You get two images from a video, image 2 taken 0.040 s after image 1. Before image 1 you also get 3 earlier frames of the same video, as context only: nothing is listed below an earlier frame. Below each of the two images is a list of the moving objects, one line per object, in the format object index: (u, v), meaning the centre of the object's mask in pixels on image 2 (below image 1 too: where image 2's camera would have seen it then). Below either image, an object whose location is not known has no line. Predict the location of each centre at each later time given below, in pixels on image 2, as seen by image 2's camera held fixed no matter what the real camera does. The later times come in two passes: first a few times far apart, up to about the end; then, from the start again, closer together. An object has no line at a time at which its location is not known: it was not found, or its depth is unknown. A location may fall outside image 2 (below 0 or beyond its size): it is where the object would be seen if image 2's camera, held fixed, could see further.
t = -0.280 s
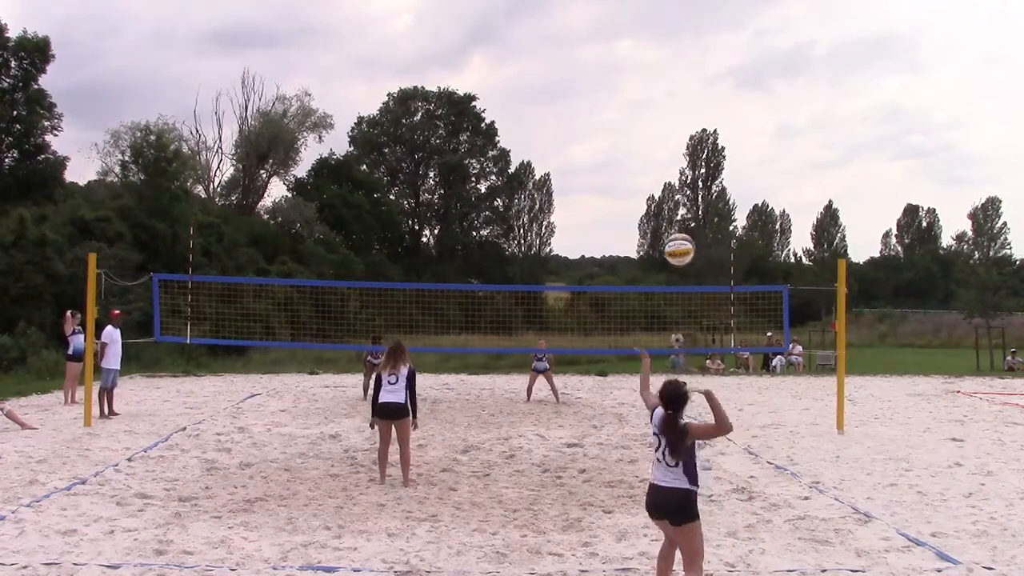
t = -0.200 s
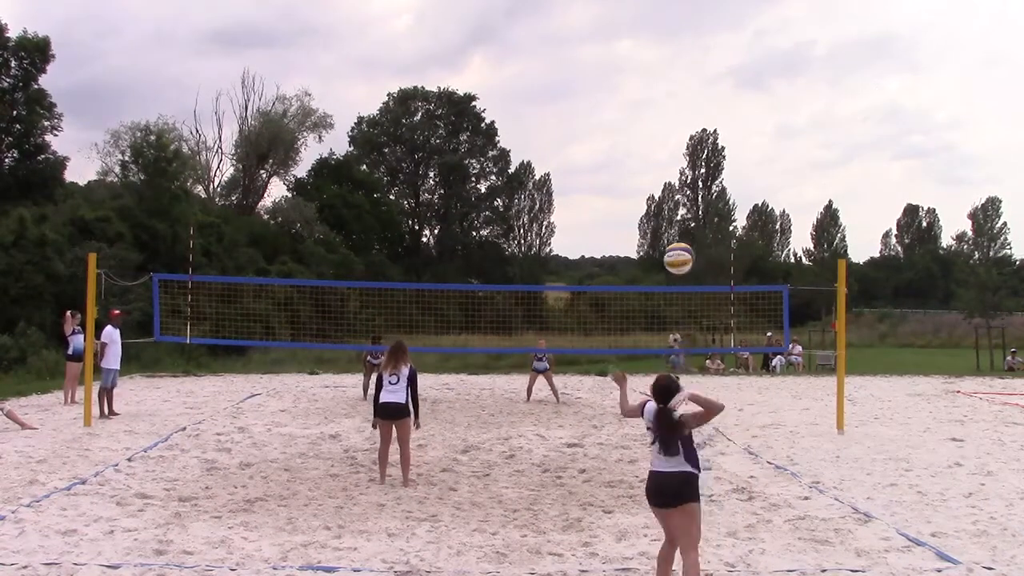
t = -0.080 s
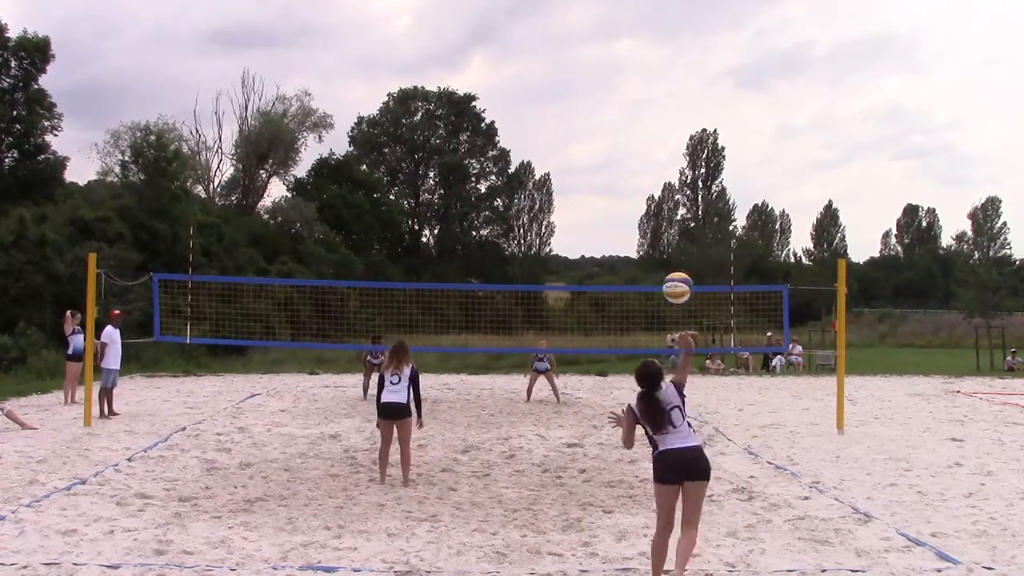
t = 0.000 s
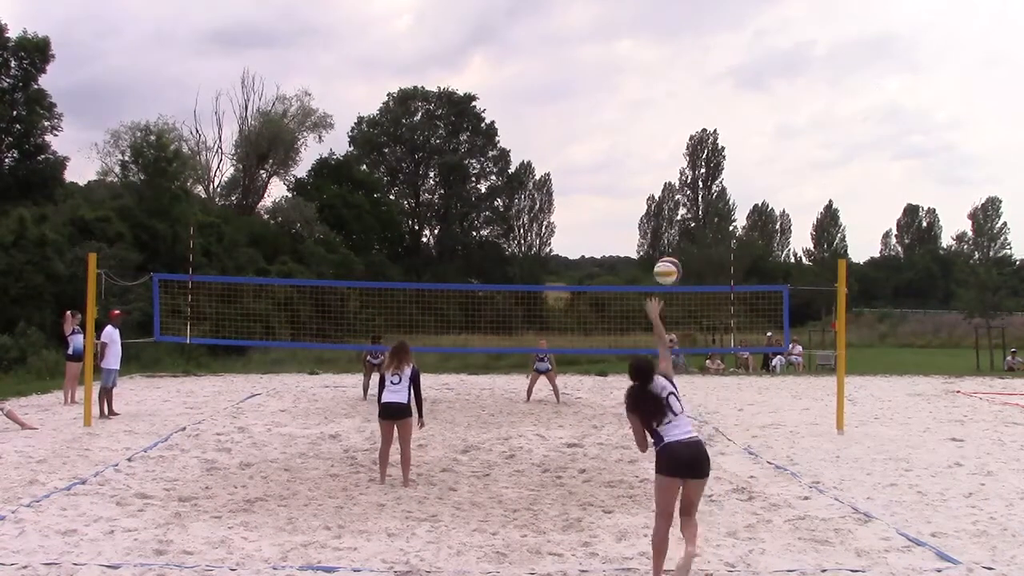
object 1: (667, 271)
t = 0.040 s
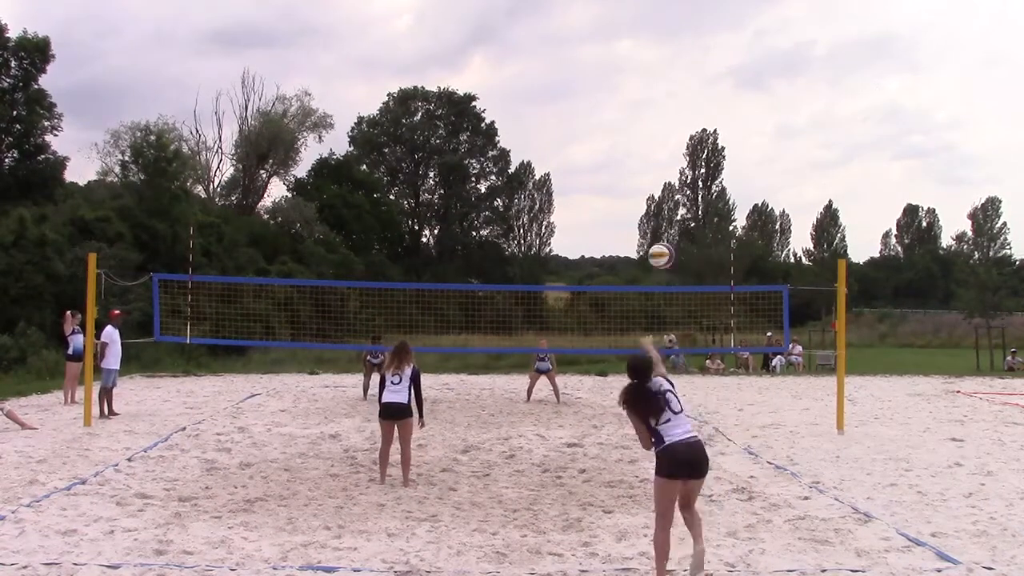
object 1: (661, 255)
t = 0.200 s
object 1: (641, 225)
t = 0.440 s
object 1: (620, 238)
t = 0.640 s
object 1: (618, 275)
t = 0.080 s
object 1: (655, 244)
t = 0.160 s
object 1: (645, 229)
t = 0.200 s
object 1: (641, 225)
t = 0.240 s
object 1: (636, 224)
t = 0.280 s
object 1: (631, 224)
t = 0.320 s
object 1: (628, 226)
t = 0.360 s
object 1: (624, 229)
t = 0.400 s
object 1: (622, 232)
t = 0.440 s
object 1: (620, 238)
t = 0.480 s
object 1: (619, 244)
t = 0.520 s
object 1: (619, 251)
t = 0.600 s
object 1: (617, 267)
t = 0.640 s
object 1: (618, 275)
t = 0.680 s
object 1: (618, 283)
